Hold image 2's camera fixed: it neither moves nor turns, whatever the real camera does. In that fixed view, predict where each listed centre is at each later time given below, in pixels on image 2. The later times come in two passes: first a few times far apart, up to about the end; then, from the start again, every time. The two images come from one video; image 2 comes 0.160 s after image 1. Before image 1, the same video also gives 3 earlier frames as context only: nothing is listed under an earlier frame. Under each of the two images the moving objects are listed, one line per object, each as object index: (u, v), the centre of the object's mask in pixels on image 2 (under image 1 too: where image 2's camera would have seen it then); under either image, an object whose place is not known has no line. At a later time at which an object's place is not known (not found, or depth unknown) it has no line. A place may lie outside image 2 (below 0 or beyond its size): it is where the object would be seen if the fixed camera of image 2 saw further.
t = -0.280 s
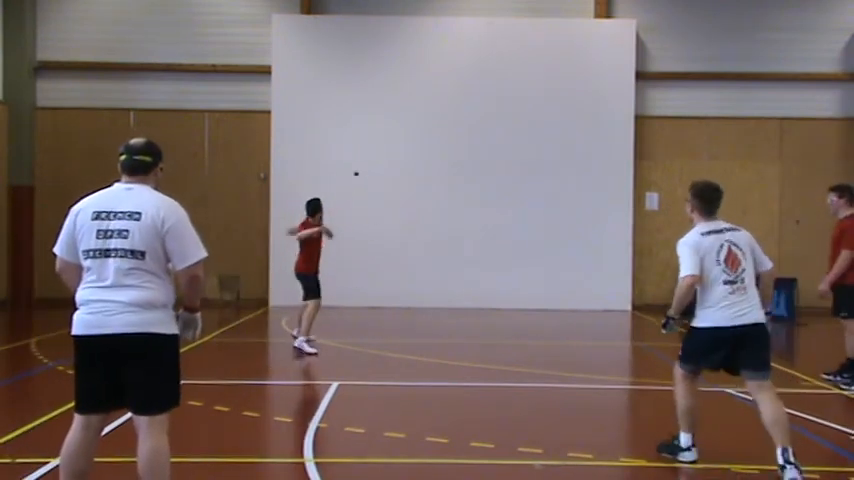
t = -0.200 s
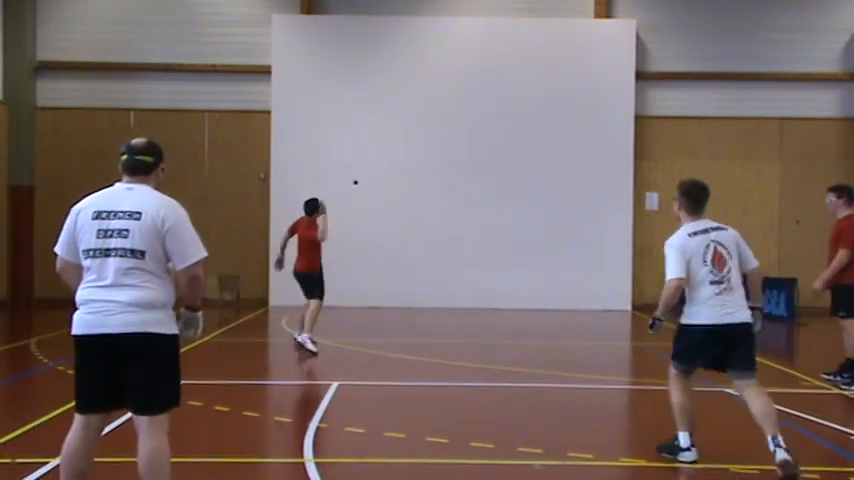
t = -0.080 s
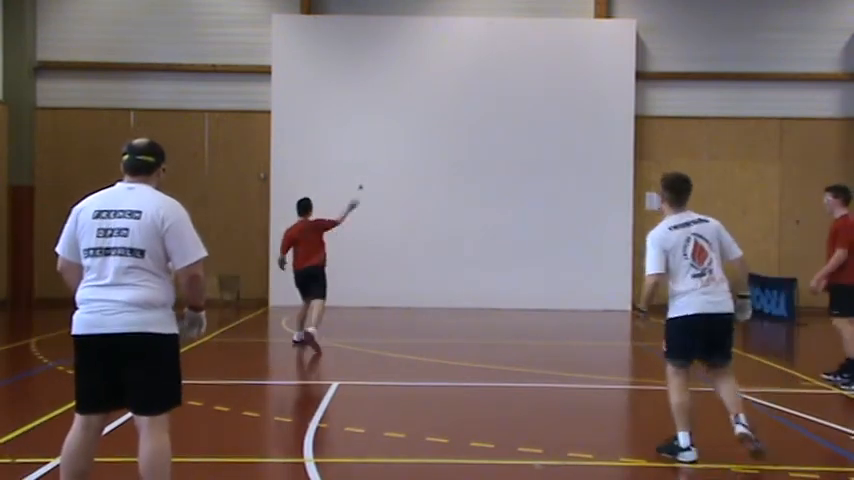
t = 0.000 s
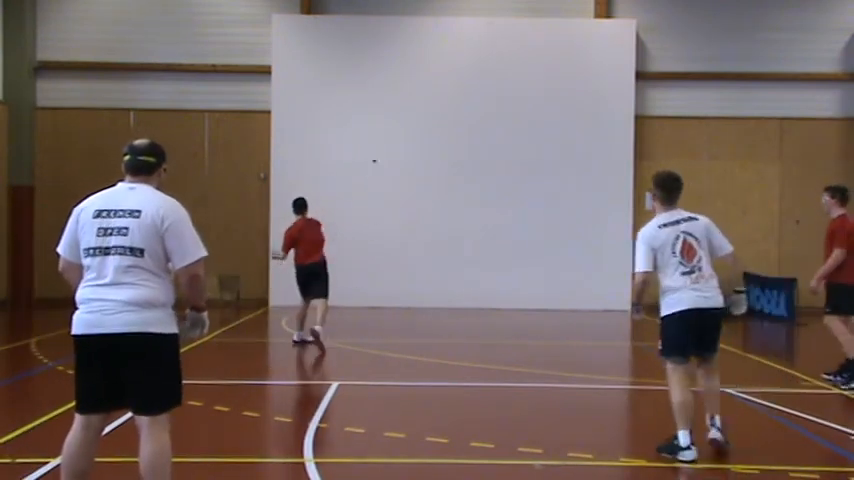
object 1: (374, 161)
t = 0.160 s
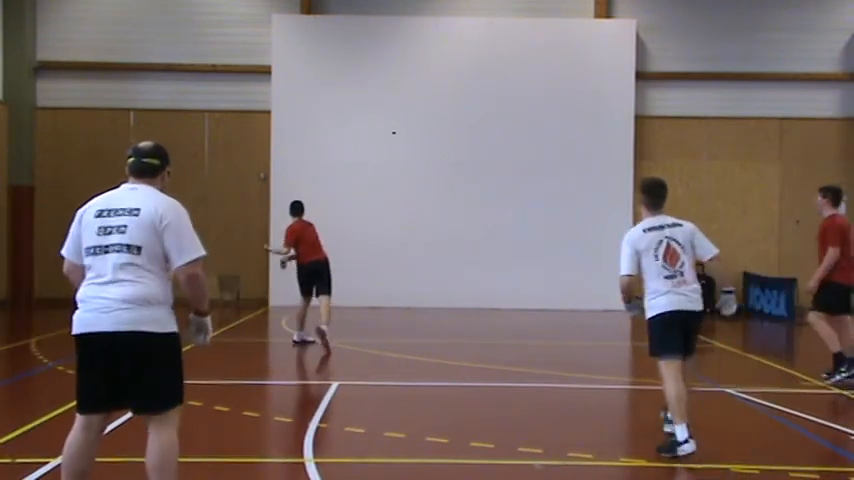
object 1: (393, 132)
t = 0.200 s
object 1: (395, 127)
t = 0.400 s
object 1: (396, 102)
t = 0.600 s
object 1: (399, 100)
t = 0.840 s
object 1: (402, 152)
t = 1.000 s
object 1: (406, 248)
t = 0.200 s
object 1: (395, 127)
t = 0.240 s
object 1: (395, 121)
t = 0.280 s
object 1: (395, 114)
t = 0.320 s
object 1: (396, 110)
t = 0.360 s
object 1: (396, 106)
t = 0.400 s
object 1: (396, 102)
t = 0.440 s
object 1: (397, 100)
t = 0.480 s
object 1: (397, 98)
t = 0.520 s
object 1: (398, 98)
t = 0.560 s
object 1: (398, 99)
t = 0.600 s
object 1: (399, 100)
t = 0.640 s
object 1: (399, 104)
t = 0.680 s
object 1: (399, 109)
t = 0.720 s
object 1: (400, 116)
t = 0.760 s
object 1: (401, 125)
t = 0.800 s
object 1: (402, 137)
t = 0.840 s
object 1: (402, 152)
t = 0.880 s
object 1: (403, 169)
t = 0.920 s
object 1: (404, 191)
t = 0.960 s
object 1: (405, 218)
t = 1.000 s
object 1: (406, 248)
